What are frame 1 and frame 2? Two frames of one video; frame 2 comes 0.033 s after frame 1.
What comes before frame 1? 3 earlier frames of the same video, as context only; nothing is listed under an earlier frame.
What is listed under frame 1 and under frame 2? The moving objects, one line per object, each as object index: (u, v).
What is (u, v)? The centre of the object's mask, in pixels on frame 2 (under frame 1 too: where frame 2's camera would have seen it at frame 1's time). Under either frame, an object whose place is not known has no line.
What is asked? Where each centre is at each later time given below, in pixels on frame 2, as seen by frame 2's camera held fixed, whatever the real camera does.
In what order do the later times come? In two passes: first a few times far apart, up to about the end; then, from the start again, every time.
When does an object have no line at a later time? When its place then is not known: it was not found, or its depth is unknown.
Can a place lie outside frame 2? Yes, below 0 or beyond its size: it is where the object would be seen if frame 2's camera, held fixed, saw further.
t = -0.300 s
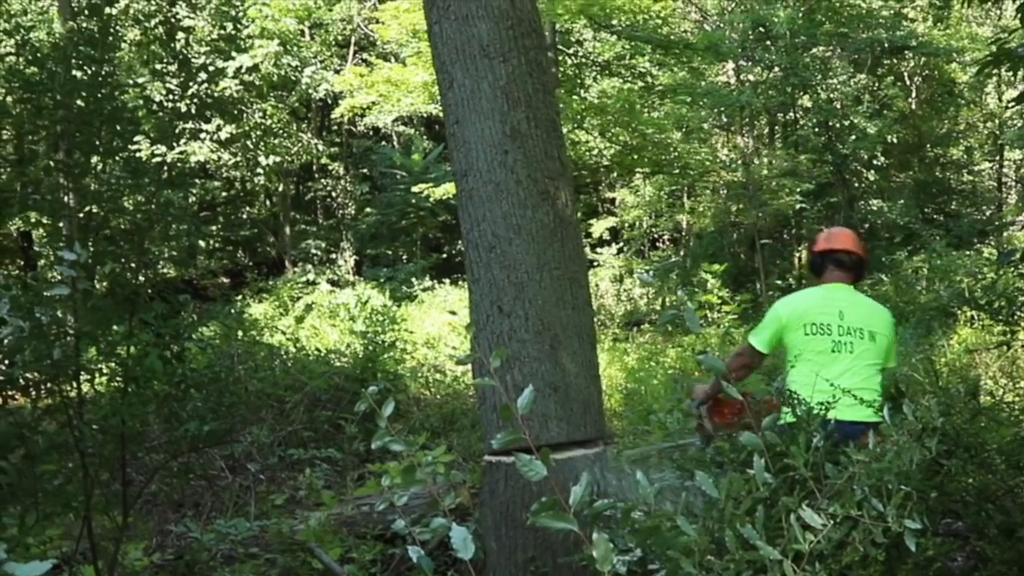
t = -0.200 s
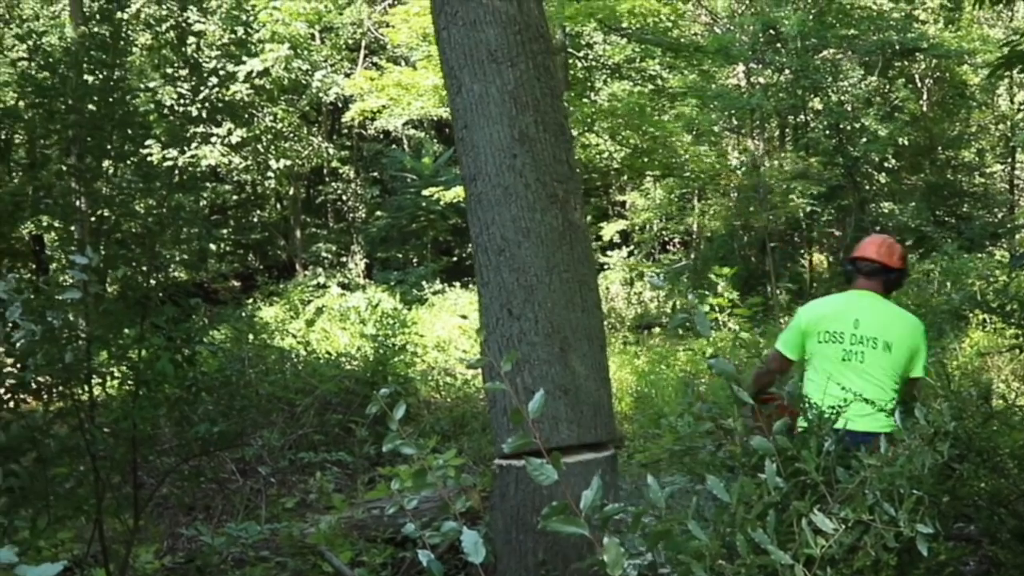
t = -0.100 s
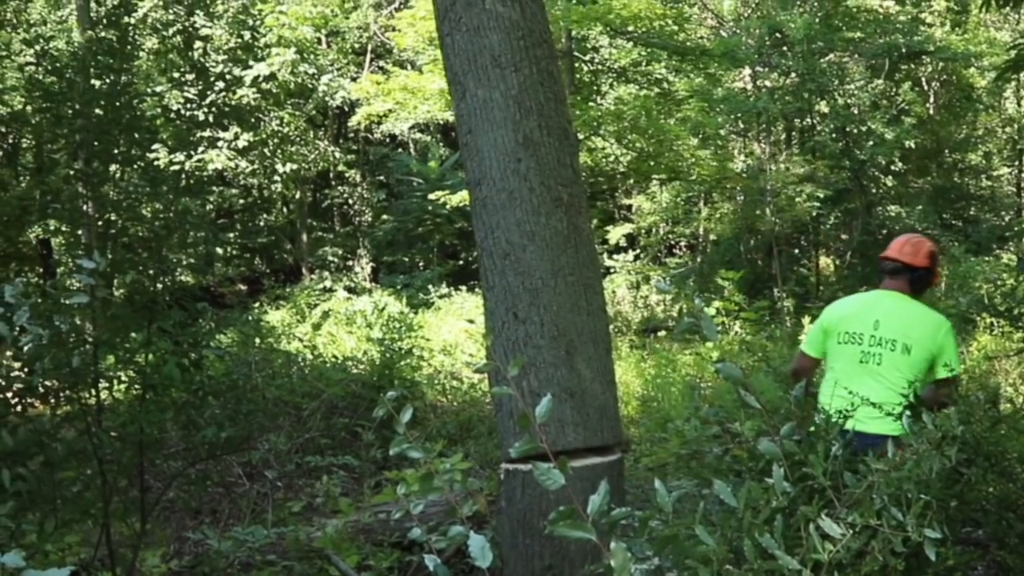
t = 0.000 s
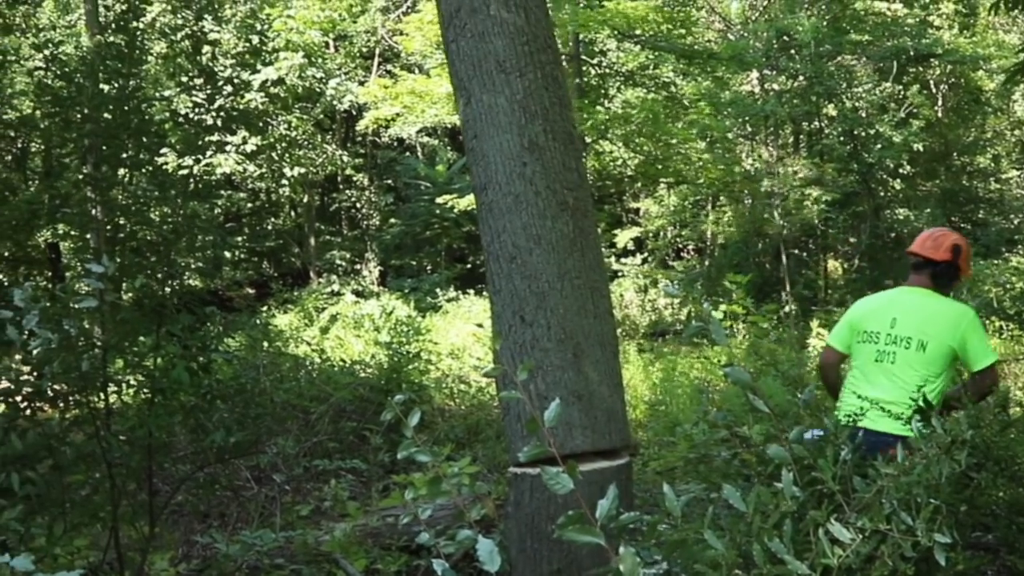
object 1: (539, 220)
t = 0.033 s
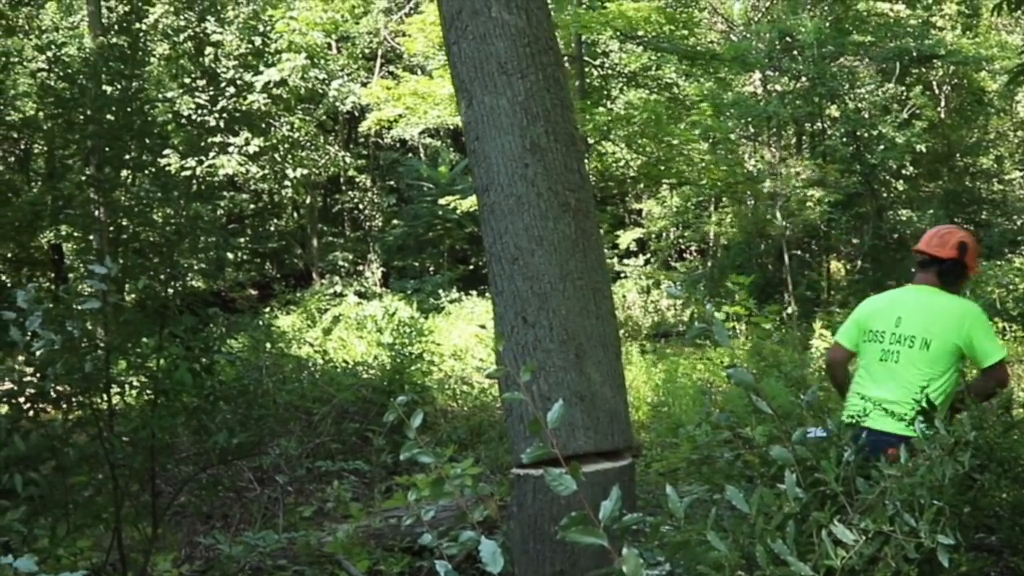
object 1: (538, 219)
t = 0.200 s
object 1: (534, 216)
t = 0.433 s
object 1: (527, 223)
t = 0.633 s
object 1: (521, 225)
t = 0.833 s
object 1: (513, 225)
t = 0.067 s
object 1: (537, 219)
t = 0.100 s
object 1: (536, 224)
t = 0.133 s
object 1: (536, 218)
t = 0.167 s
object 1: (535, 217)
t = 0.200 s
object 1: (534, 216)
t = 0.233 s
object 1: (533, 217)
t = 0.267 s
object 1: (532, 217)
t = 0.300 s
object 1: (531, 222)
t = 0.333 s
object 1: (530, 222)
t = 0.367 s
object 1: (529, 223)
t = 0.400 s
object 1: (528, 223)
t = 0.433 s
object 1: (527, 223)
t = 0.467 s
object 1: (526, 222)
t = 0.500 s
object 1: (525, 222)
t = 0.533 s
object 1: (524, 222)
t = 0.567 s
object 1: (523, 222)
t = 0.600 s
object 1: (522, 222)
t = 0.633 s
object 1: (521, 225)
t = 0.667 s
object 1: (519, 211)
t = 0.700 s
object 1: (518, 225)
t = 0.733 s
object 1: (517, 223)
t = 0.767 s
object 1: (516, 225)
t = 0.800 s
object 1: (514, 225)
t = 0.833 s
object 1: (513, 225)
